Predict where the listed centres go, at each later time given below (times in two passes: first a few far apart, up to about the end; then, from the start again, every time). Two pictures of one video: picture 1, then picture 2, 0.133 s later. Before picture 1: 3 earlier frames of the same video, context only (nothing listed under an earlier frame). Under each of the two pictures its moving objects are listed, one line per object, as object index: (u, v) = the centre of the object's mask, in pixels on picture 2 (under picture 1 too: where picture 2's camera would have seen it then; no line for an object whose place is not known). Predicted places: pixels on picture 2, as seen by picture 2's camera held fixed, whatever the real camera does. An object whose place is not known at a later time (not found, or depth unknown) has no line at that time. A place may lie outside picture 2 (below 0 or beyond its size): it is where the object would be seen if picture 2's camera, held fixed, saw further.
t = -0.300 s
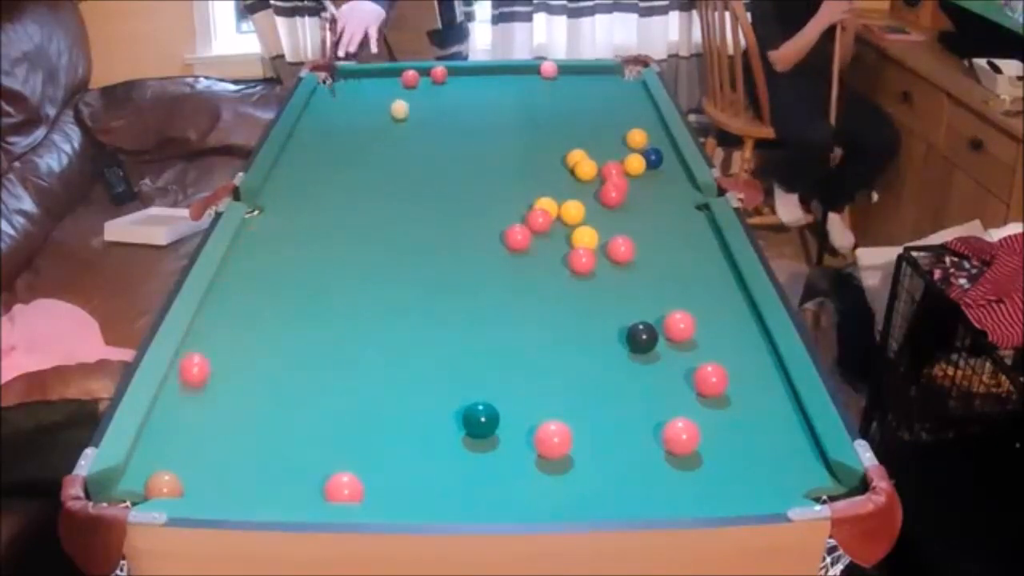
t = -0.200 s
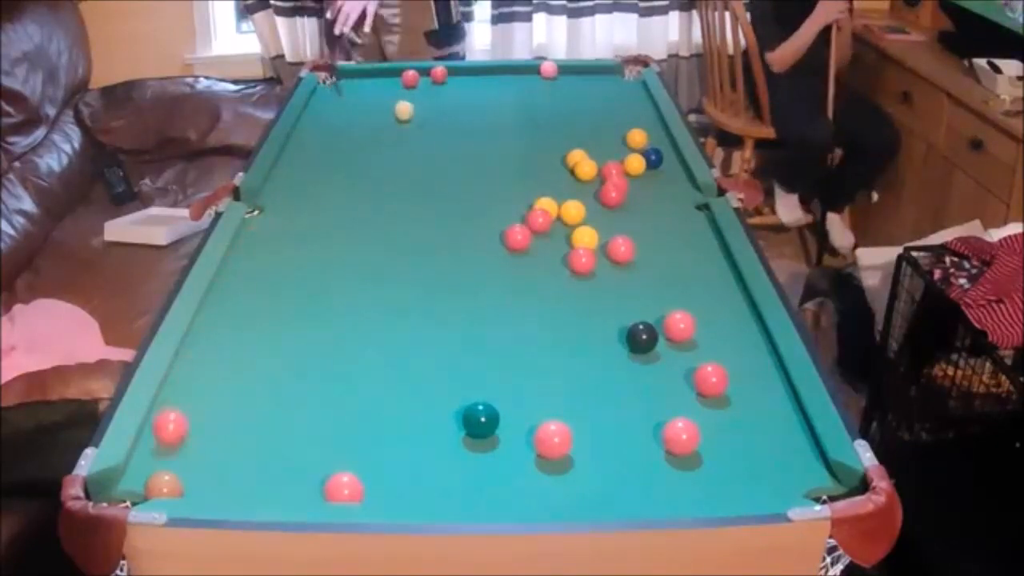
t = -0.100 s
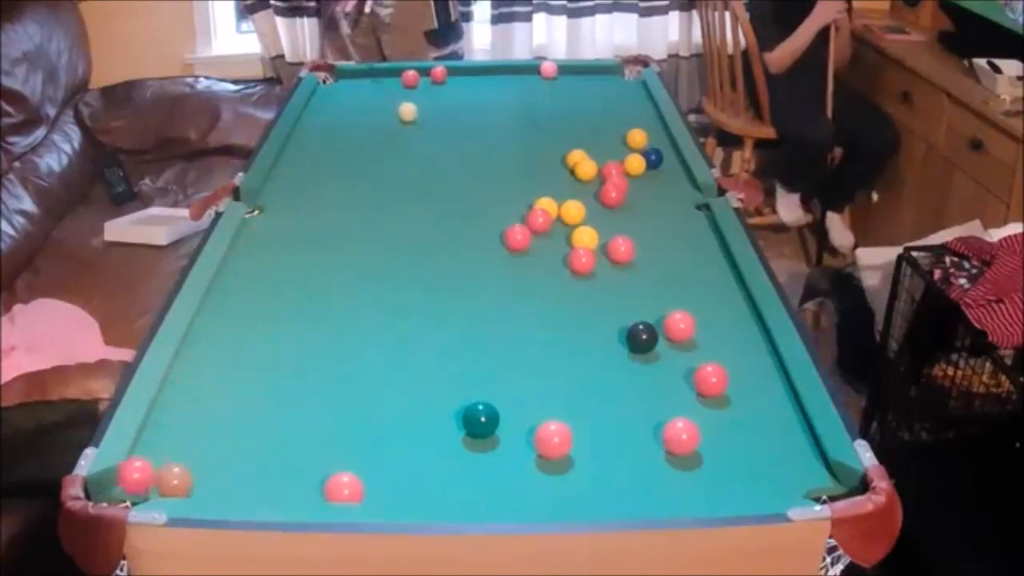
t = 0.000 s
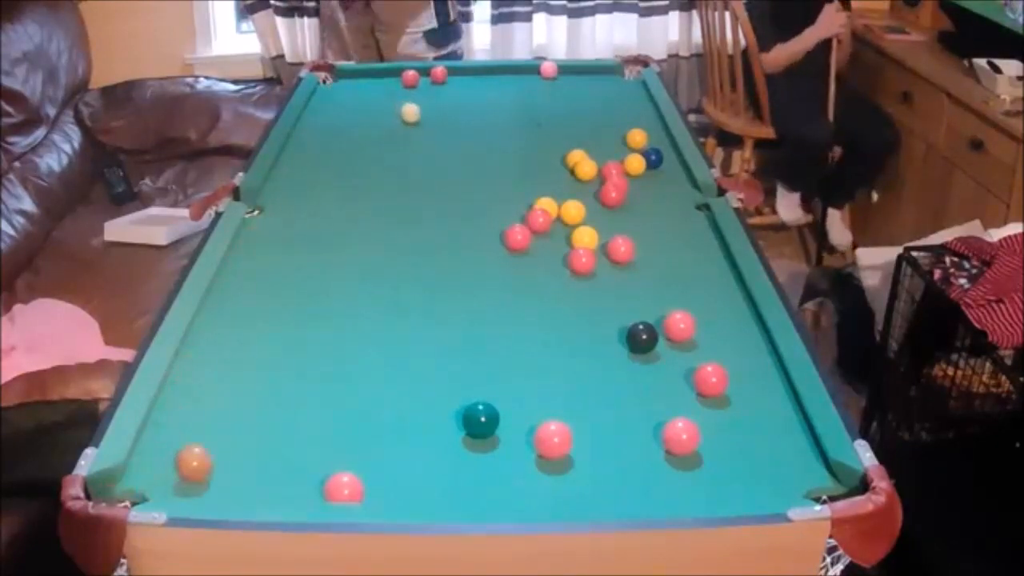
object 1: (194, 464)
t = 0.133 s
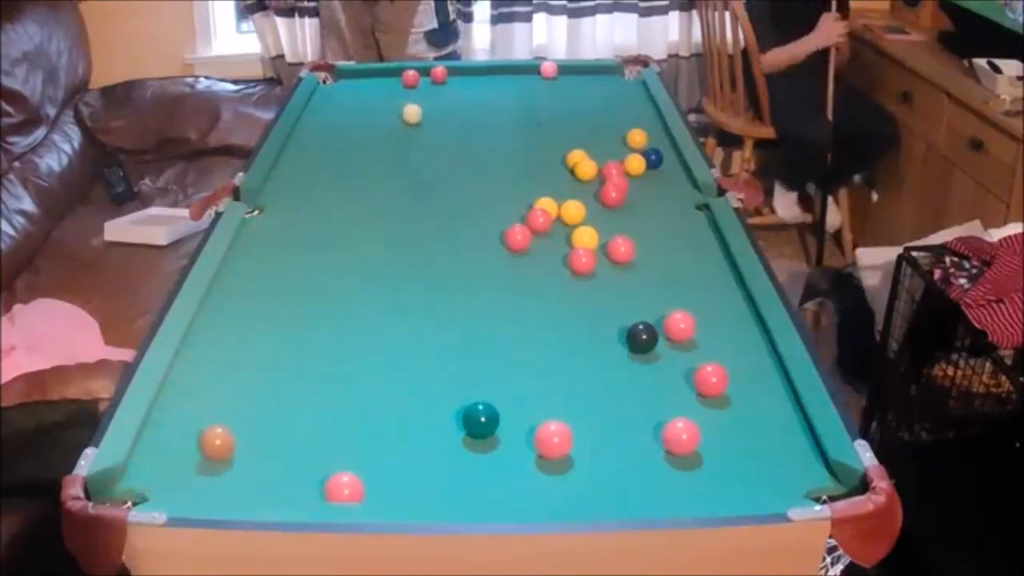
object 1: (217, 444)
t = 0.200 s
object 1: (227, 434)
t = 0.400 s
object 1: (254, 412)
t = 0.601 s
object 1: (275, 397)
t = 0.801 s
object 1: (291, 388)
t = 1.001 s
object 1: (300, 384)
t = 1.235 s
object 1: (303, 383)
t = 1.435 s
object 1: (303, 383)
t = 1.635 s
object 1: (304, 383)
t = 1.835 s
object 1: (304, 383)
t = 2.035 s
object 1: (304, 383)
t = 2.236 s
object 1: (304, 383)
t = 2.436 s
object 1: (304, 383)
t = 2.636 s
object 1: (304, 383)
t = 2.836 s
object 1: (304, 383)
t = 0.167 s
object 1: (222, 439)
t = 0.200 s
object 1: (227, 434)
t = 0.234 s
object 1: (232, 430)
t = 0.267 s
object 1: (237, 426)
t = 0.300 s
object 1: (242, 422)
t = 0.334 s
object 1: (246, 418)
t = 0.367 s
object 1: (250, 415)
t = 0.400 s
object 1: (254, 412)
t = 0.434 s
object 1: (258, 409)
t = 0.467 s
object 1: (262, 406)
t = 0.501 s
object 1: (266, 403)
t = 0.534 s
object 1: (269, 401)
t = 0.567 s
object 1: (272, 399)
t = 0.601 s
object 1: (275, 397)
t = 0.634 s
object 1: (278, 395)
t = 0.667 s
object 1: (282, 393)
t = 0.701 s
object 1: (284, 391)
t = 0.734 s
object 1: (287, 390)
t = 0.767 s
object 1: (289, 389)
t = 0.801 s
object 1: (291, 388)
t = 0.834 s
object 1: (293, 387)
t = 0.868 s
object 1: (295, 386)
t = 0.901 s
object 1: (297, 385)
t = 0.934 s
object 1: (298, 384)
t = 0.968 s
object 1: (300, 384)
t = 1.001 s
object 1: (300, 384)
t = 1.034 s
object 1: (301, 383)
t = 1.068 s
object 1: (302, 383)
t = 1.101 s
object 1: (303, 383)
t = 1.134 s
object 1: (303, 383)
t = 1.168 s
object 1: (303, 383)
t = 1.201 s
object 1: (303, 383)
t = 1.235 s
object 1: (303, 383)
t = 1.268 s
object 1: (303, 383)
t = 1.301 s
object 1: (303, 383)
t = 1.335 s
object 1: (303, 383)
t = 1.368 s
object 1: (303, 383)
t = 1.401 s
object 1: (303, 383)
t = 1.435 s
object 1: (303, 383)
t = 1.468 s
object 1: (304, 383)
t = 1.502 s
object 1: (304, 383)
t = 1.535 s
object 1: (304, 383)
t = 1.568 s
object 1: (304, 383)
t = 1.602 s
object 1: (304, 383)
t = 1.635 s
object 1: (304, 383)
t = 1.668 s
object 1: (304, 383)
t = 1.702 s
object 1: (304, 383)
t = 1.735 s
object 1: (304, 383)
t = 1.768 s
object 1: (304, 383)
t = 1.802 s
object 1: (304, 383)
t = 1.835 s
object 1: (304, 383)
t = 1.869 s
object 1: (304, 383)
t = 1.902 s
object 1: (304, 383)
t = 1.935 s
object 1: (304, 383)
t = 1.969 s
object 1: (304, 383)
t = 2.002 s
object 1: (304, 383)
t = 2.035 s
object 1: (304, 383)
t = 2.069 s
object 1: (304, 383)
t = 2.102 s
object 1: (304, 383)
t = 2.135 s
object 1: (304, 383)
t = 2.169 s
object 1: (304, 383)
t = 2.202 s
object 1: (304, 383)
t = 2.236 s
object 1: (304, 383)
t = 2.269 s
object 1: (304, 383)
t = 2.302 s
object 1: (304, 383)
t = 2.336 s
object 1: (304, 383)
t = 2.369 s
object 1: (304, 383)
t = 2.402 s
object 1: (304, 383)
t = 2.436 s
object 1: (304, 383)
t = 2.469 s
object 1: (304, 383)
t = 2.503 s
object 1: (304, 383)
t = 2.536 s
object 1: (304, 383)
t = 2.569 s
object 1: (304, 383)
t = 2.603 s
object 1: (304, 383)
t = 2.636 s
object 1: (304, 383)
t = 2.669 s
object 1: (304, 383)
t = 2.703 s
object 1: (304, 383)
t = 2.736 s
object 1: (304, 383)
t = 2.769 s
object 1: (304, 383)
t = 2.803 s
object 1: (304, 383)
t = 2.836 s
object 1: (304, 383)
